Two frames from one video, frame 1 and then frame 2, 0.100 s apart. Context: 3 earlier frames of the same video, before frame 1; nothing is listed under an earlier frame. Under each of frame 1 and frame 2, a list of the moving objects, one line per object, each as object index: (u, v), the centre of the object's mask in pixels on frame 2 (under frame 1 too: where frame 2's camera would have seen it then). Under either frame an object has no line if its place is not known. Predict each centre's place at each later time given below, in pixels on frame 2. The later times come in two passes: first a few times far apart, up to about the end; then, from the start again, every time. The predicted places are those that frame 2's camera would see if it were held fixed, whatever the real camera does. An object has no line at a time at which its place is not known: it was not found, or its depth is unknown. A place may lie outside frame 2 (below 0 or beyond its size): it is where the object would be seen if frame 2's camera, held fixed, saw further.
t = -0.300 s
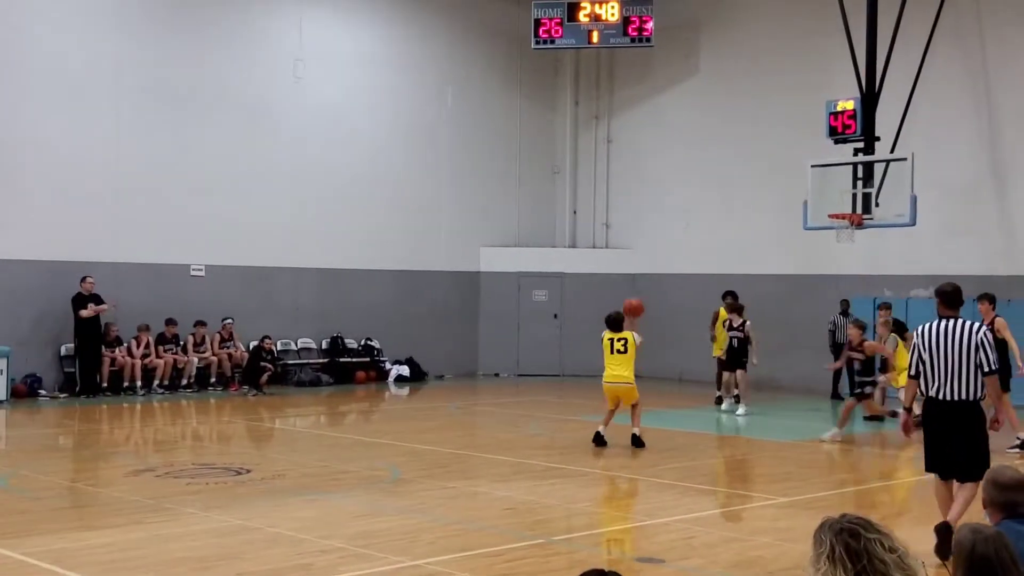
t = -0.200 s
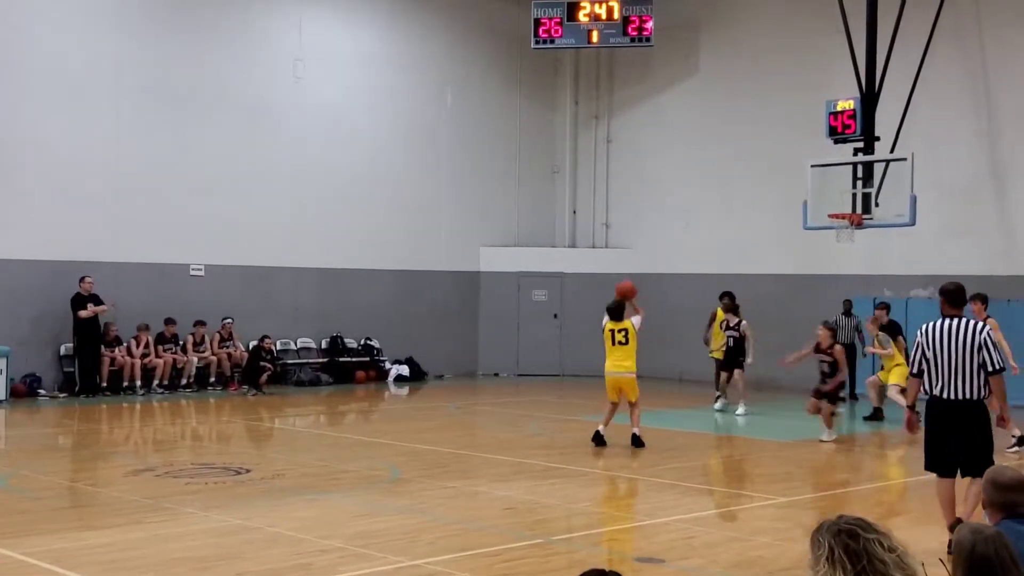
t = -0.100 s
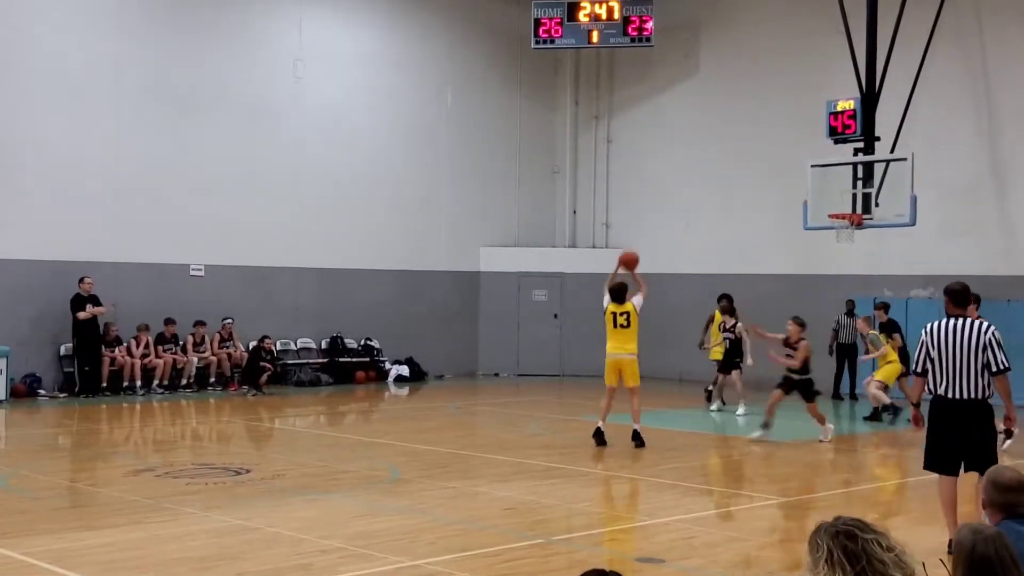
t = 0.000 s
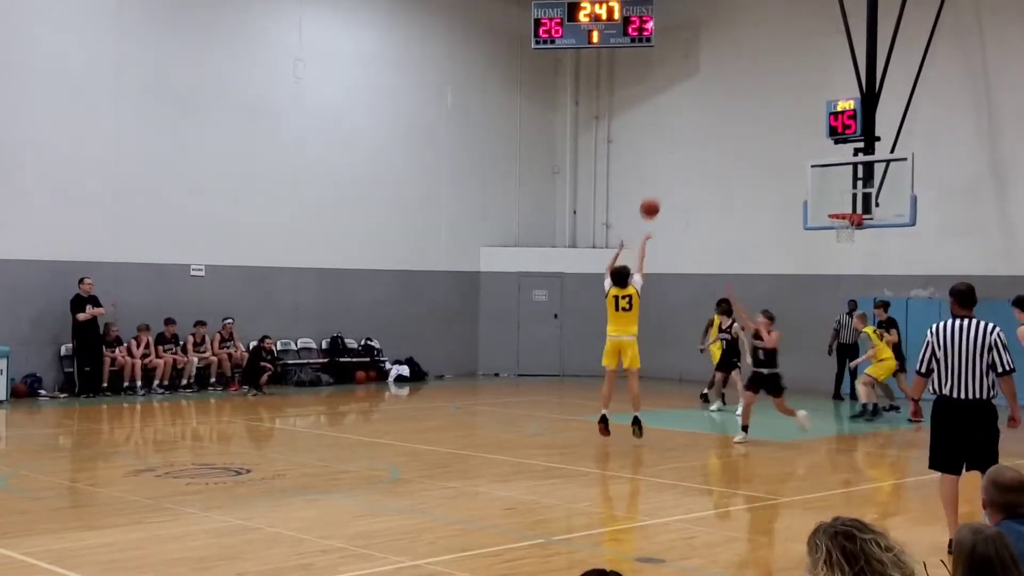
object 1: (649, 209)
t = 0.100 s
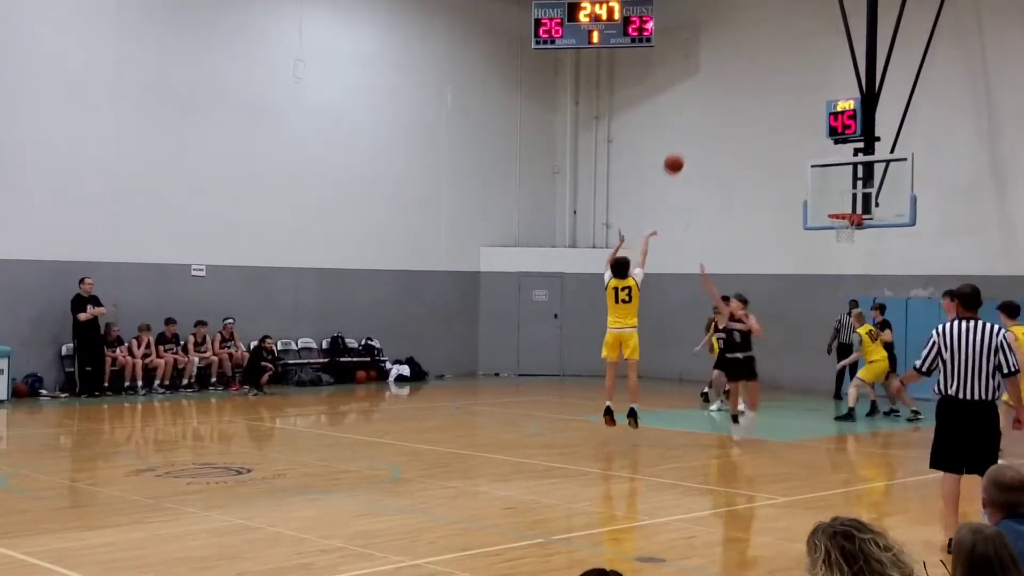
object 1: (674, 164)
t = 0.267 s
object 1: (710, 112)
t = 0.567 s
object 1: (768, 78)
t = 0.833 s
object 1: (812, 102)
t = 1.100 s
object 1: (849, 170)
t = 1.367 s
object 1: (868, 206)
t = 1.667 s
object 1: (878, 234)
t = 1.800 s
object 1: (882, 266)
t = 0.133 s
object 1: (681, 152)
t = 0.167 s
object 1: (689, 140)
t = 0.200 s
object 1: (696, 130)
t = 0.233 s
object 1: (703, 120)
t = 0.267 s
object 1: (710, 112)
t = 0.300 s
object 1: (717, 104)
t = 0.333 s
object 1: (724, 98)
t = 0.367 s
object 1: (731, 92)
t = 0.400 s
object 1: (737, 88)
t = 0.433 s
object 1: (744, 84)
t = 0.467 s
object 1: (750, 81)
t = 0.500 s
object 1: (756, 80)
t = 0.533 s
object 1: (762, 78)
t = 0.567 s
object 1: (768, 78)
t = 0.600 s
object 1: (774, 78)
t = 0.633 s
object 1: (780, 80)
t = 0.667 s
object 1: (785, 81)
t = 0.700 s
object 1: (791, 84)
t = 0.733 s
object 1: (797, 88)
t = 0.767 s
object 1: (802, 92)
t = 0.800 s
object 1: (807, 96)
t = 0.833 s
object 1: (812, 102)
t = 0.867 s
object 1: (817, 108)
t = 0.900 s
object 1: (821, 115)
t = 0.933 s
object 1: (826, 123)
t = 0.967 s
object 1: (830, 132)
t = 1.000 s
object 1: (835, 140)
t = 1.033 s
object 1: (840, 149)
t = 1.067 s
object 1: (845, 159)
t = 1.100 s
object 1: (849, 170)
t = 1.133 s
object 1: (853, 181)
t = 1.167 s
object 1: (858, 192)
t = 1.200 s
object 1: (863, 205)
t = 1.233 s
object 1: (866, 212)
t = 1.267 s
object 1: (866, 208)
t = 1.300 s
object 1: (867, 207)
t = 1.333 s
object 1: (868, 206)
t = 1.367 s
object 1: (868, 206)
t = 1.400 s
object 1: (869, 206)
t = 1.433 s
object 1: (870, 207)
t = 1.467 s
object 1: (871, 209)
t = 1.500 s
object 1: (873, 211)
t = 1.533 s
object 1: (875, 214)
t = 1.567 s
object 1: (876, 218)
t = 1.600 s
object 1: (877, 222)
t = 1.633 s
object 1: (878, 228)
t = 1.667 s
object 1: (878, 234)
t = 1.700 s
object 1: (879, 241)
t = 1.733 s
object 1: (880, 248)
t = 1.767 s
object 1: (881, 257)
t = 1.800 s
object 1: (882, 266)
